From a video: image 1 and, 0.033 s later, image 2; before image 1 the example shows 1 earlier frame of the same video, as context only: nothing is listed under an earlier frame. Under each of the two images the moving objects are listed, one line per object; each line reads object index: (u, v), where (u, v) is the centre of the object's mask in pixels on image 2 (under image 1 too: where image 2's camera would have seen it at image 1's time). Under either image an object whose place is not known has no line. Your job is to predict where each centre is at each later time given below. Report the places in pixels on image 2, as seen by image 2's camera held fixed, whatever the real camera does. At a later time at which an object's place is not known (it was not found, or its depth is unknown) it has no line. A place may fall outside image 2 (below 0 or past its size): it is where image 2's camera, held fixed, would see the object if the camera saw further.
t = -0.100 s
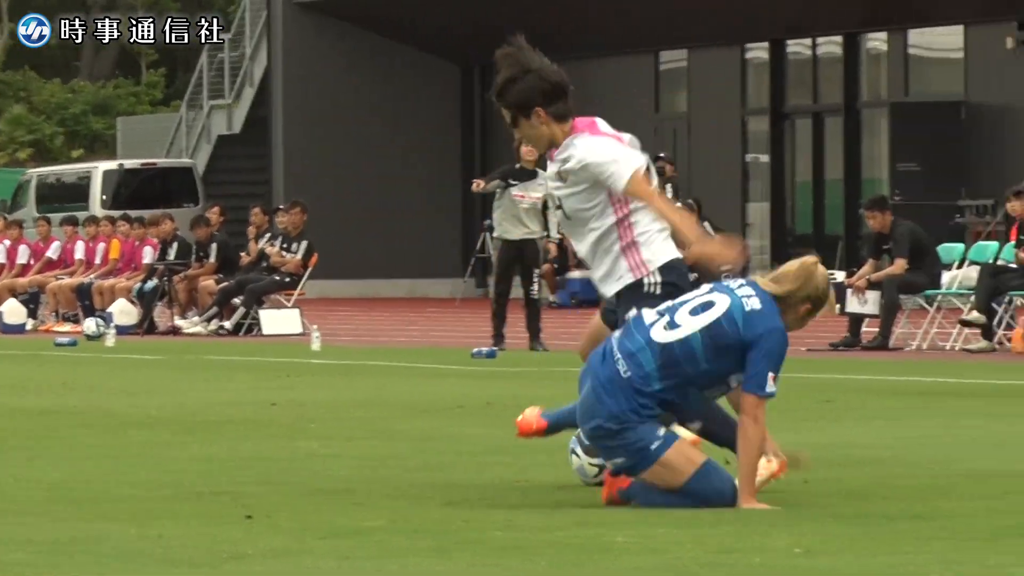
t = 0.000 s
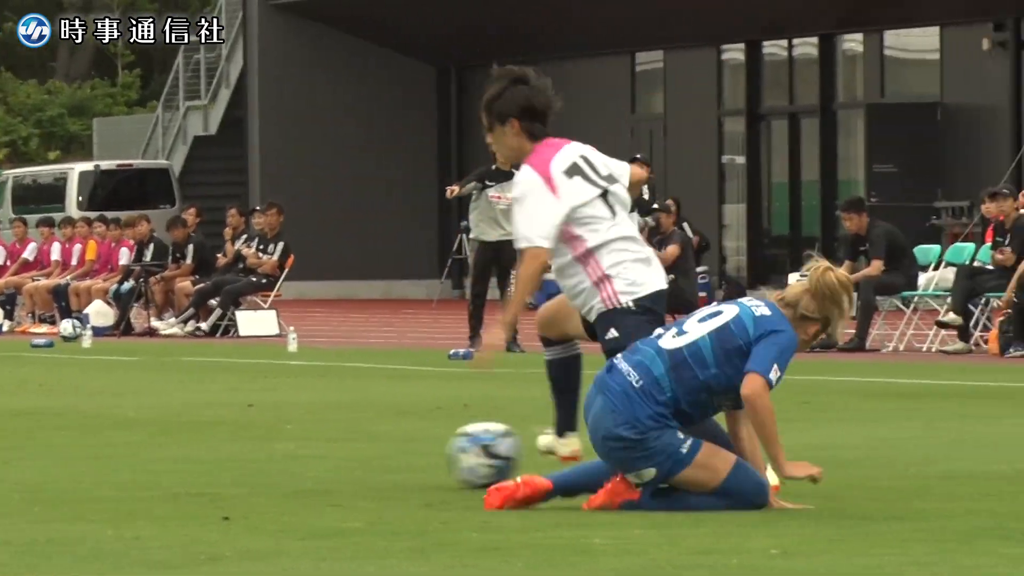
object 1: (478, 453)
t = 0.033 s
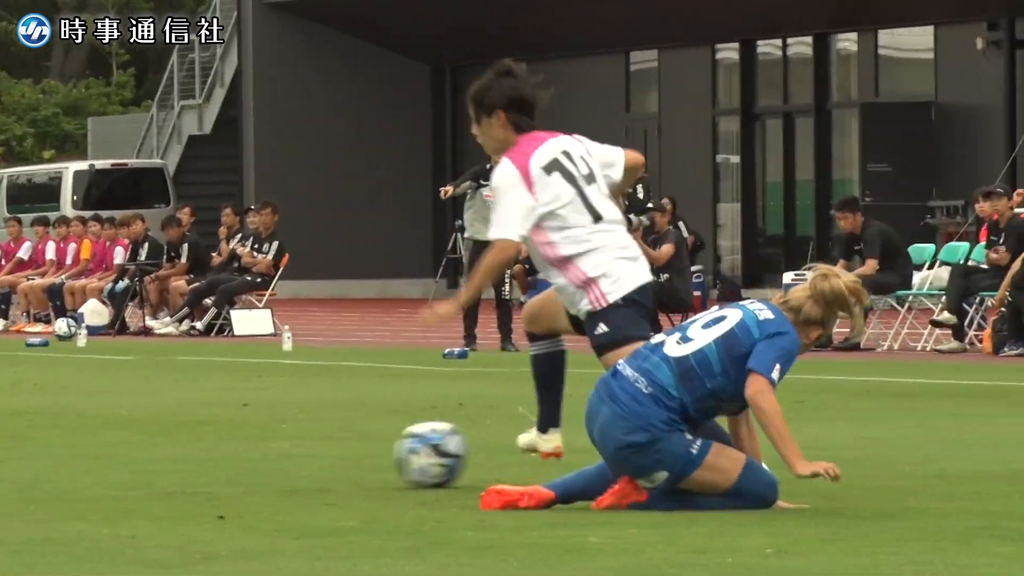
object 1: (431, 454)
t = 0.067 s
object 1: (384, 455)
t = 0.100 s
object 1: (340, 455)
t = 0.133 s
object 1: (298, 456)
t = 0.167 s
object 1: (256, 456)
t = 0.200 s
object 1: (217, 457)
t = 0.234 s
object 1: (179, 457)
